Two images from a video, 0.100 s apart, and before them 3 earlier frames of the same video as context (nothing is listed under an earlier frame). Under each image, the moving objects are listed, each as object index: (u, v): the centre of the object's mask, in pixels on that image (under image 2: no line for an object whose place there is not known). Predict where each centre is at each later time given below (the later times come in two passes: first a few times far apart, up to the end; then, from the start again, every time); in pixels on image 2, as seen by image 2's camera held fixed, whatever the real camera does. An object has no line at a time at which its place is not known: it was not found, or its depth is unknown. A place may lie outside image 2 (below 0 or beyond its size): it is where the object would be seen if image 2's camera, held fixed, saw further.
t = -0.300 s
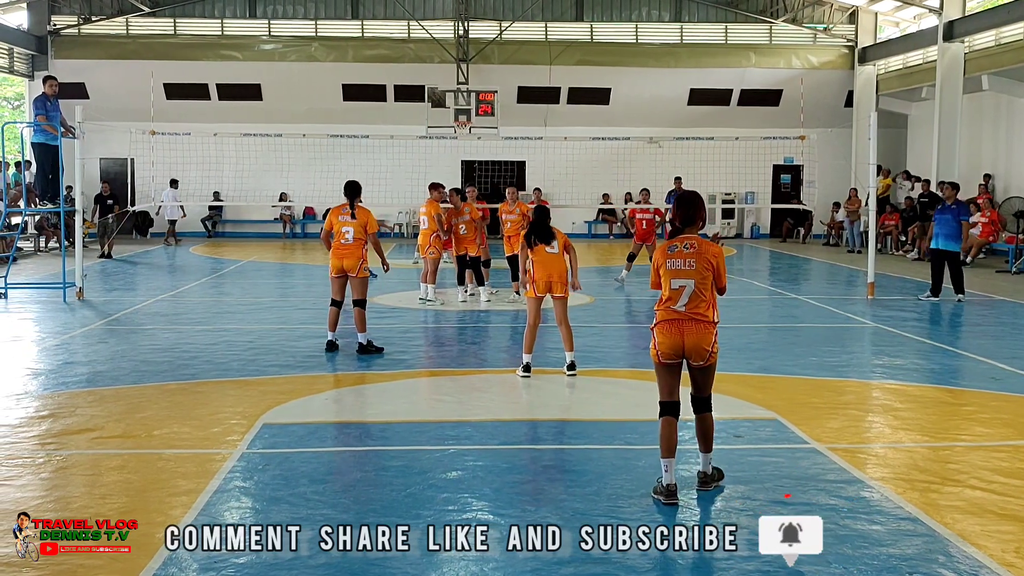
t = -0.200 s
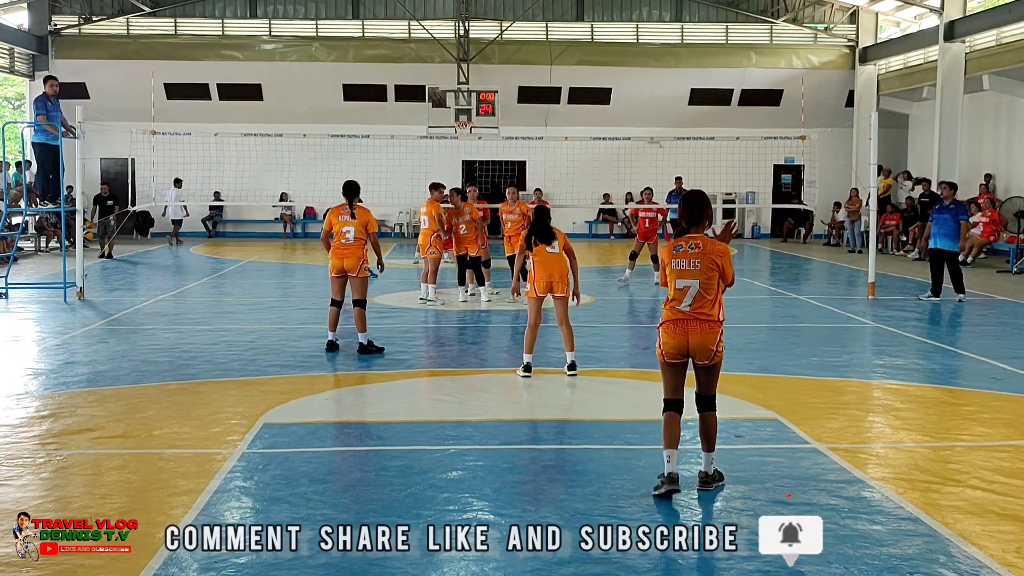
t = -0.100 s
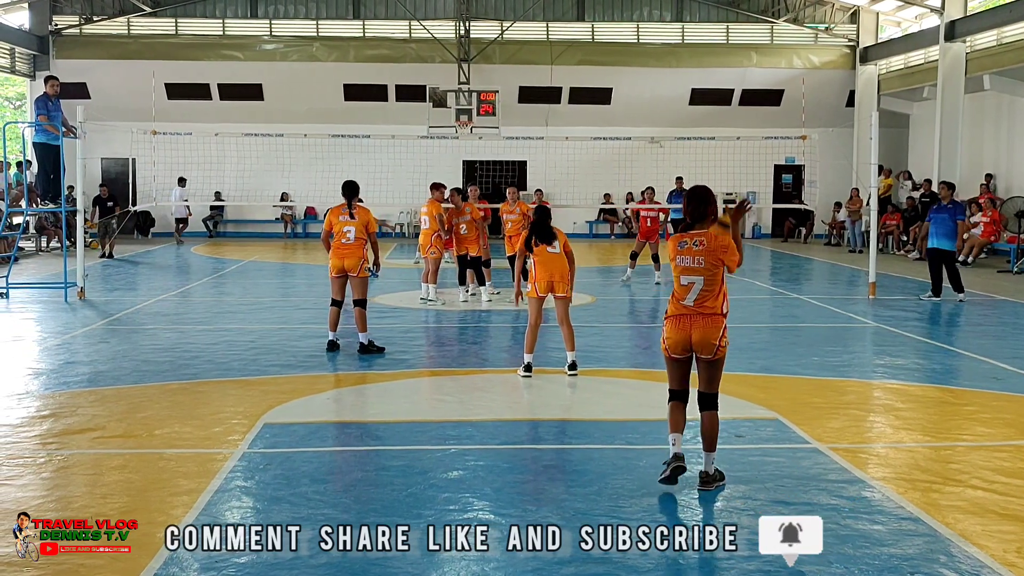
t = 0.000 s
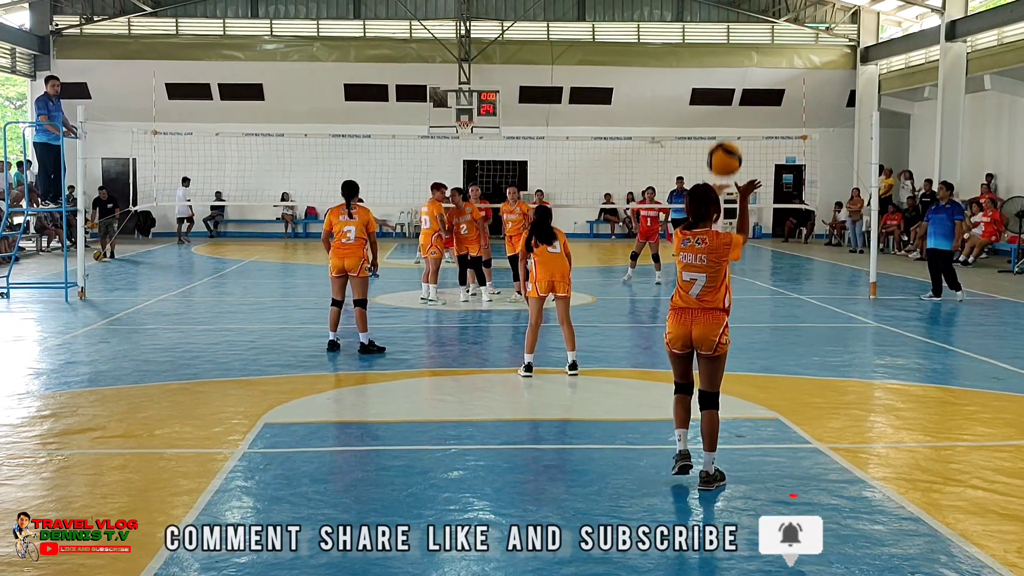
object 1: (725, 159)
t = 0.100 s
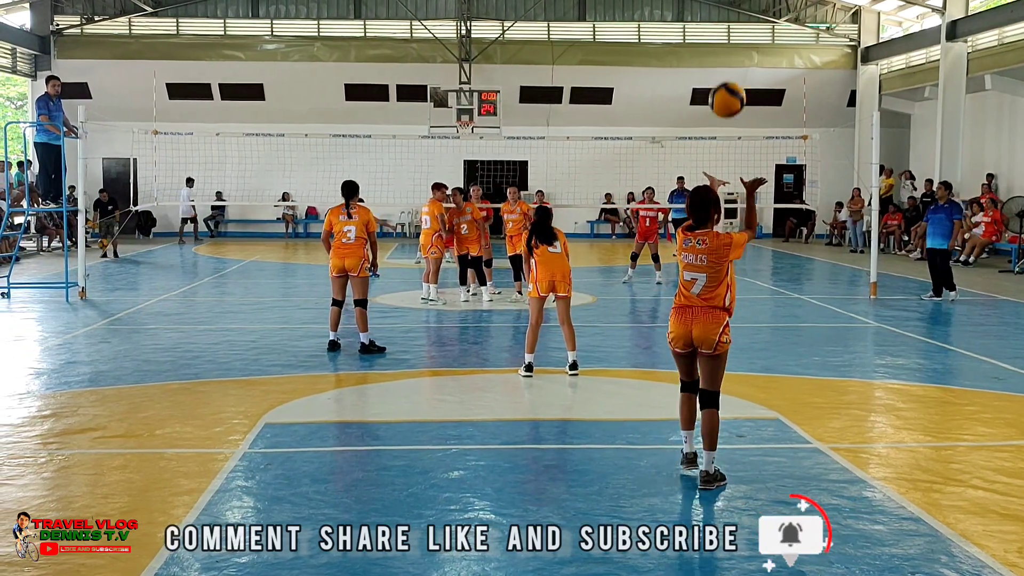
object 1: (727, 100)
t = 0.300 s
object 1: (731, 32)
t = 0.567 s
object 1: (732, 47)
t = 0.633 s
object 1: (732, 69)
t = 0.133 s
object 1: (728, 84)
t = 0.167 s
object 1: (728, 69)
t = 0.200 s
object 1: (729, 57)
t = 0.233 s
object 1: (730, 47)
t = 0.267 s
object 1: (730, 39)
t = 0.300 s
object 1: (731, 32)
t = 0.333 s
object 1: (731, 27)
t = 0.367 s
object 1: (731, 25)
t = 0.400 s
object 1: (732, 24)
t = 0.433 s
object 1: (732, 25)
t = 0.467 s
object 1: (732, 27)
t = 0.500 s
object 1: (732, 32)
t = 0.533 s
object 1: (732, 39)
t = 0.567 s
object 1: (732, 47)
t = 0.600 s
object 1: (733, 57)
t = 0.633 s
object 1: (732, 69)
